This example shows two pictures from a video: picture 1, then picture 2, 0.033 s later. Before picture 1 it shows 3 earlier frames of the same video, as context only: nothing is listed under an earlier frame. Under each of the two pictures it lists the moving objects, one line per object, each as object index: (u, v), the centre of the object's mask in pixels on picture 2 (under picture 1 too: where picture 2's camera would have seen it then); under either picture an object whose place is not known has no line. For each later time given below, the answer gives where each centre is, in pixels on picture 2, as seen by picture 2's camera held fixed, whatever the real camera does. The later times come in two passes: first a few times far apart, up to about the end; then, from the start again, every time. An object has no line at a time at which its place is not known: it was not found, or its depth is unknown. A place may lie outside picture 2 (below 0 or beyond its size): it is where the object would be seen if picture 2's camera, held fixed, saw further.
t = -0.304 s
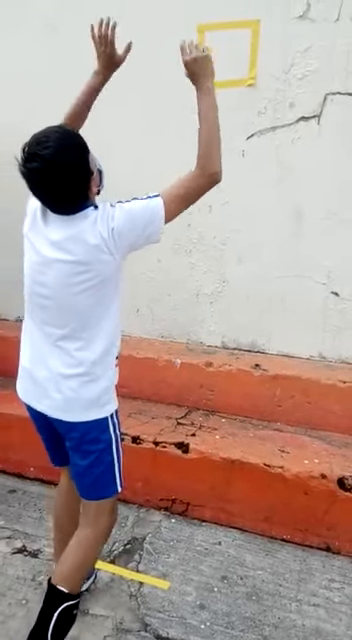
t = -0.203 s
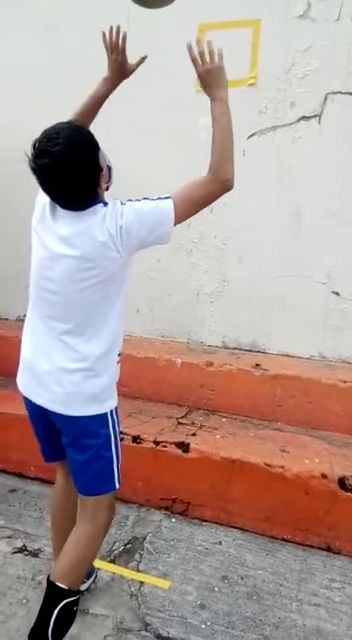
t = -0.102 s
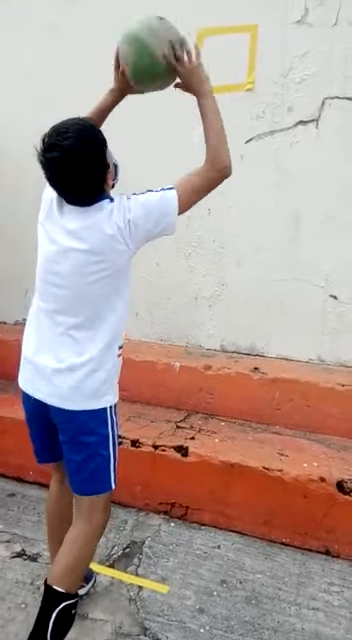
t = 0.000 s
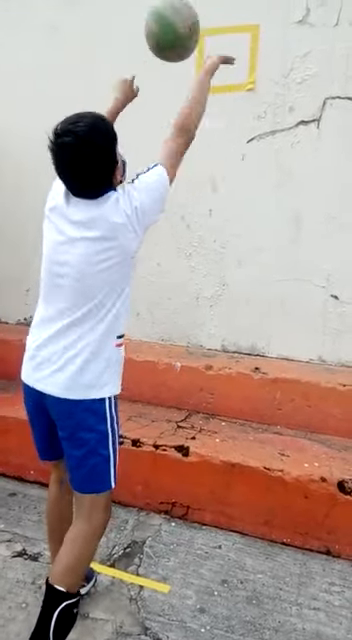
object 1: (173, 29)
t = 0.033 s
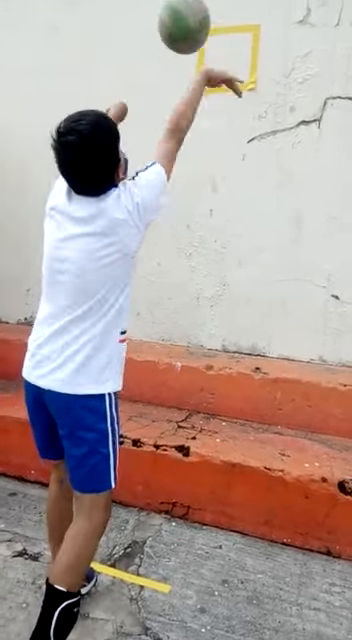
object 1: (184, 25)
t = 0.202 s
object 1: (222, 35)
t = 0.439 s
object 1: (210, 58)
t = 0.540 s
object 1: (181, 78)
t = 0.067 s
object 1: (194, 23)
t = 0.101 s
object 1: (202, 22)
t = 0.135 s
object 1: (210, 23)
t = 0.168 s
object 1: (217, 29)
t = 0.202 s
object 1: (222, 35)
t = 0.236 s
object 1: (227, 44)
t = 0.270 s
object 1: (232, 53)
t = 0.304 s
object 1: (236, 64)
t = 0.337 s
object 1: (231, 61)
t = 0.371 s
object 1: (225, 59)
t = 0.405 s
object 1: (217, 57)
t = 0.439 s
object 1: (210, 58)
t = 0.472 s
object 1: (201, 62)
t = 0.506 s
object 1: (192, 69)
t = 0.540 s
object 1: (181, 78)
